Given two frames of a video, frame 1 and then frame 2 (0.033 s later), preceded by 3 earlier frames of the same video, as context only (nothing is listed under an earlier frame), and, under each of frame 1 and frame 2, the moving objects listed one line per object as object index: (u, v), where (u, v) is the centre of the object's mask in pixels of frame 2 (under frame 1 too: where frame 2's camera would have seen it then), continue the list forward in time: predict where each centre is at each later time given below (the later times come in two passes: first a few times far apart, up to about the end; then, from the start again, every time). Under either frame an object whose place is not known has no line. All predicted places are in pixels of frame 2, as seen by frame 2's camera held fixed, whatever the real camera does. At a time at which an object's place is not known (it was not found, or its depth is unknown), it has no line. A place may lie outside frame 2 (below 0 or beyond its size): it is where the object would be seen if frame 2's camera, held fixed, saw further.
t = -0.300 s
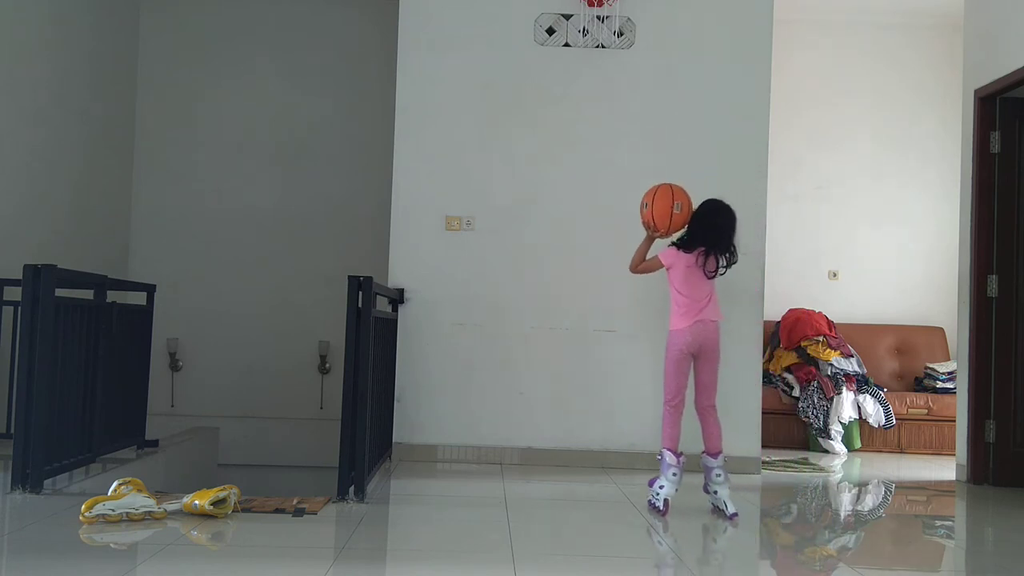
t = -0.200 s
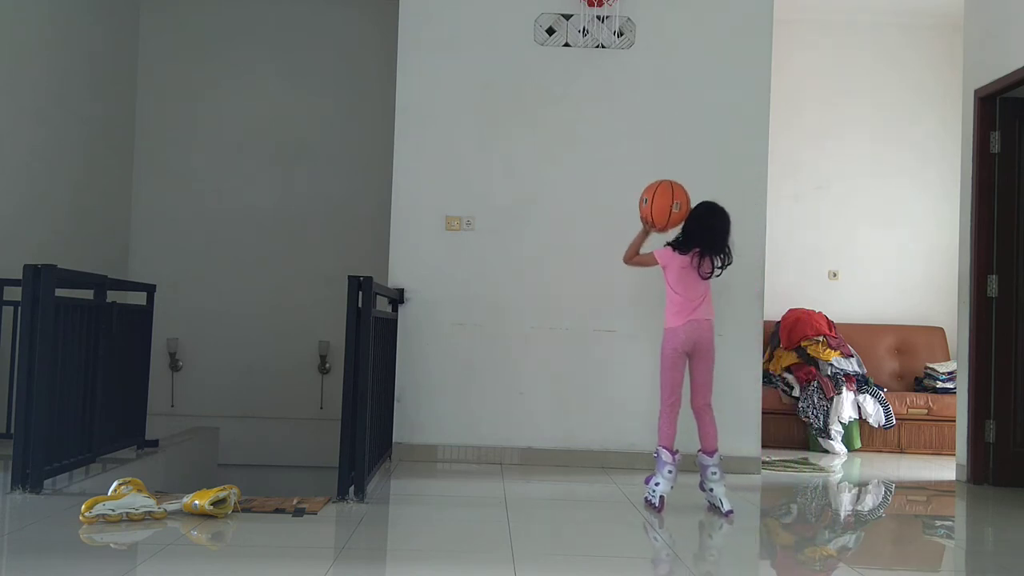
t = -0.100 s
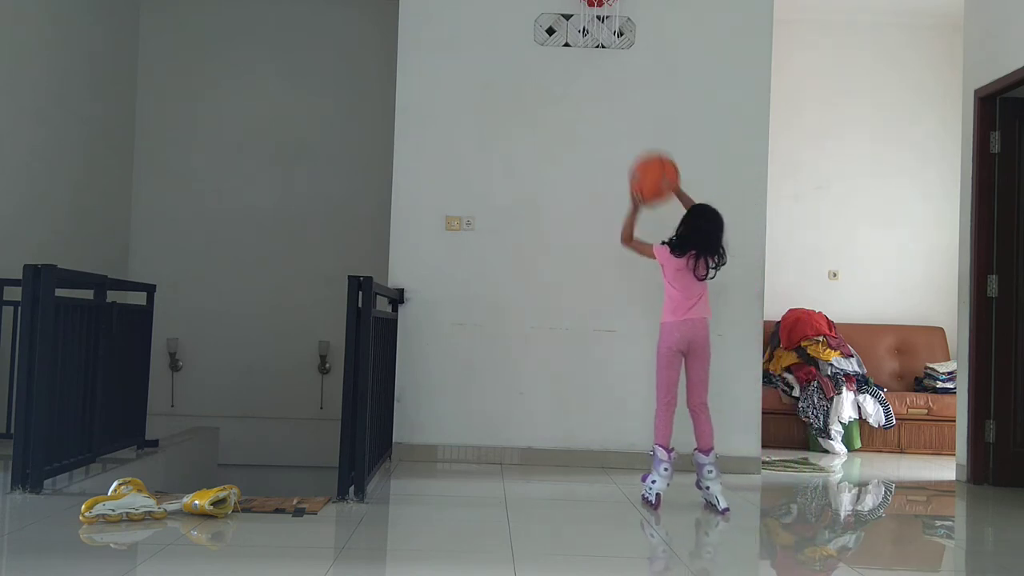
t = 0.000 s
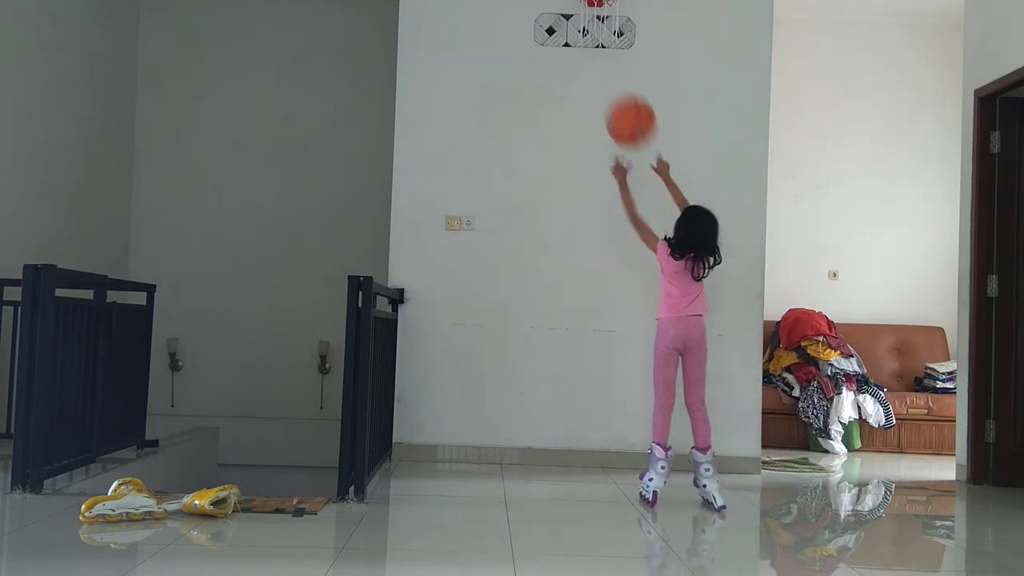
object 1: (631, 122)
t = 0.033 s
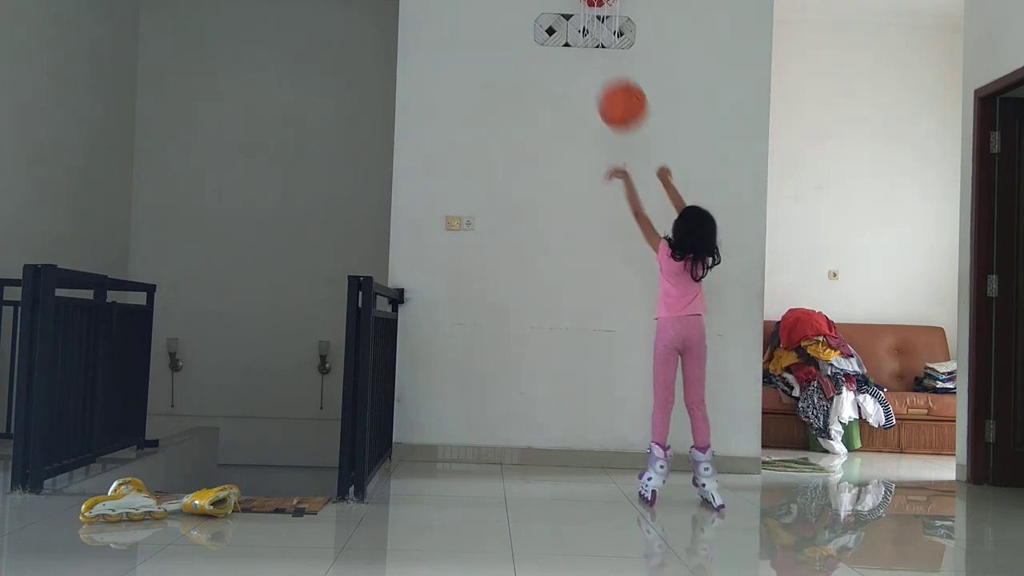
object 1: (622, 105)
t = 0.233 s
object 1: (572, 53)
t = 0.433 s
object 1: (522, 76)
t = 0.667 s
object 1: (465, 193)
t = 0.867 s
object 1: (418, 365)
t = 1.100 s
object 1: (450, 359)
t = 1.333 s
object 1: (504, 274)
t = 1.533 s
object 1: (547, 275)
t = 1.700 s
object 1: (580, 326)
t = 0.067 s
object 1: (614, 90)
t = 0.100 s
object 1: (605, 79)
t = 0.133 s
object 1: (597, 69)
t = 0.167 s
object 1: (589, 62)
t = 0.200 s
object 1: (581, 56)
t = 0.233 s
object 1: (572, 53)
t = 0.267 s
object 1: (564, 51)
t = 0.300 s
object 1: (556, 52)
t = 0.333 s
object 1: (547, 55)
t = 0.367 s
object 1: (539, 60)
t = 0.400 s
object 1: (531, 67)
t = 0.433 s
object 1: (522, 76)
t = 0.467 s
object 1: (514, 88)
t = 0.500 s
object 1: (506, 100)
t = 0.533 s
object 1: (498, 116)
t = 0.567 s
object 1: (489, 133)
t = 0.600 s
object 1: (481, 151)
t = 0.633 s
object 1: (473, 172)
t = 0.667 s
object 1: (465, 193)
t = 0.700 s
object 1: (457, 218)
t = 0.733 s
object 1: (448, 247)
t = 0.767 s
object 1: (440, 273)
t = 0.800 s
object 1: (433, 301)
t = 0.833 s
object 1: (424, 333)
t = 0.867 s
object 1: (418, 365)
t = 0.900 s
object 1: (411, 401)
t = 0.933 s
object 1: (412, 431)
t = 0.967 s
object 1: (416, 448)
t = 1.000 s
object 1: (426, 422)
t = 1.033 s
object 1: (433, 399)
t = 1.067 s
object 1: (442, 377)
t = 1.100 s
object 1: (450, 359)
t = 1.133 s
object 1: (458, 340)
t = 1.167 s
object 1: (466, 325)
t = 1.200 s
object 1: (474, 311)
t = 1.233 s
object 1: (482, 299)
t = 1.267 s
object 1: (489, 289)
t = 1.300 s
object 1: (497, 280)
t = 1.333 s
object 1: (504, 274)
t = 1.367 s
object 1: (512, 269)
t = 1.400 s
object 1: (519, 267)
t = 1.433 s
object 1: (526, 266)
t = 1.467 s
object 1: (533, 267)
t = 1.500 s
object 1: (540, 270)
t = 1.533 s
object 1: (547, 275)
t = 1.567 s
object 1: (553, 281)
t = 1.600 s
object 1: (560, 290)
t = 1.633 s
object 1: (567, 300)
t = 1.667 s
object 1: (573, 312)
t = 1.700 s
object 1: (580, 326)
